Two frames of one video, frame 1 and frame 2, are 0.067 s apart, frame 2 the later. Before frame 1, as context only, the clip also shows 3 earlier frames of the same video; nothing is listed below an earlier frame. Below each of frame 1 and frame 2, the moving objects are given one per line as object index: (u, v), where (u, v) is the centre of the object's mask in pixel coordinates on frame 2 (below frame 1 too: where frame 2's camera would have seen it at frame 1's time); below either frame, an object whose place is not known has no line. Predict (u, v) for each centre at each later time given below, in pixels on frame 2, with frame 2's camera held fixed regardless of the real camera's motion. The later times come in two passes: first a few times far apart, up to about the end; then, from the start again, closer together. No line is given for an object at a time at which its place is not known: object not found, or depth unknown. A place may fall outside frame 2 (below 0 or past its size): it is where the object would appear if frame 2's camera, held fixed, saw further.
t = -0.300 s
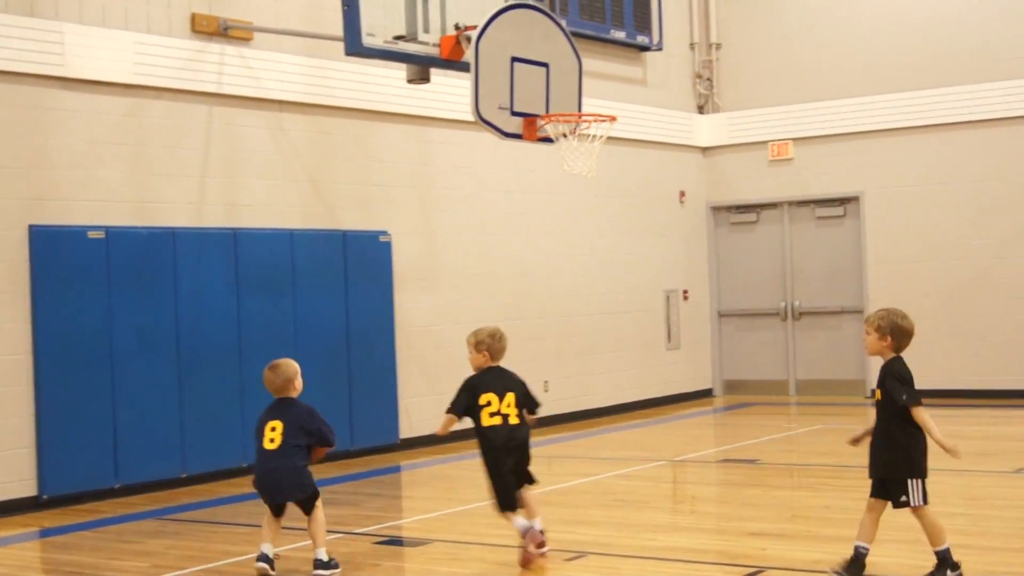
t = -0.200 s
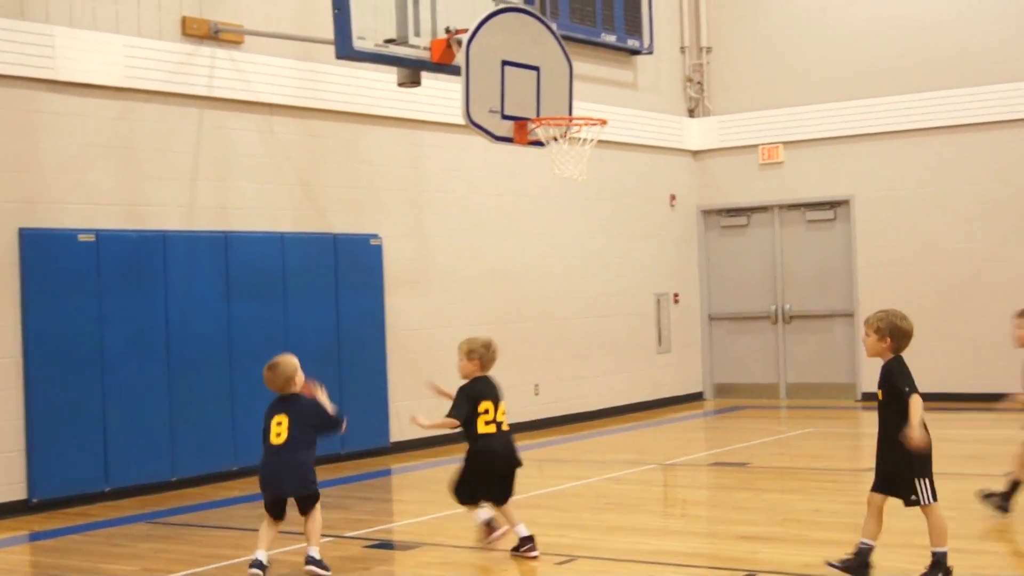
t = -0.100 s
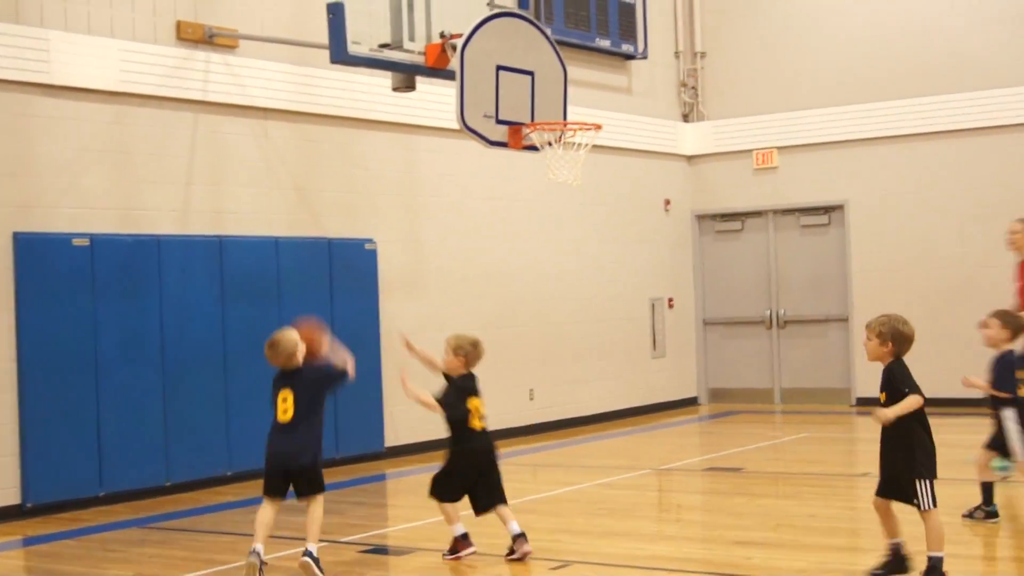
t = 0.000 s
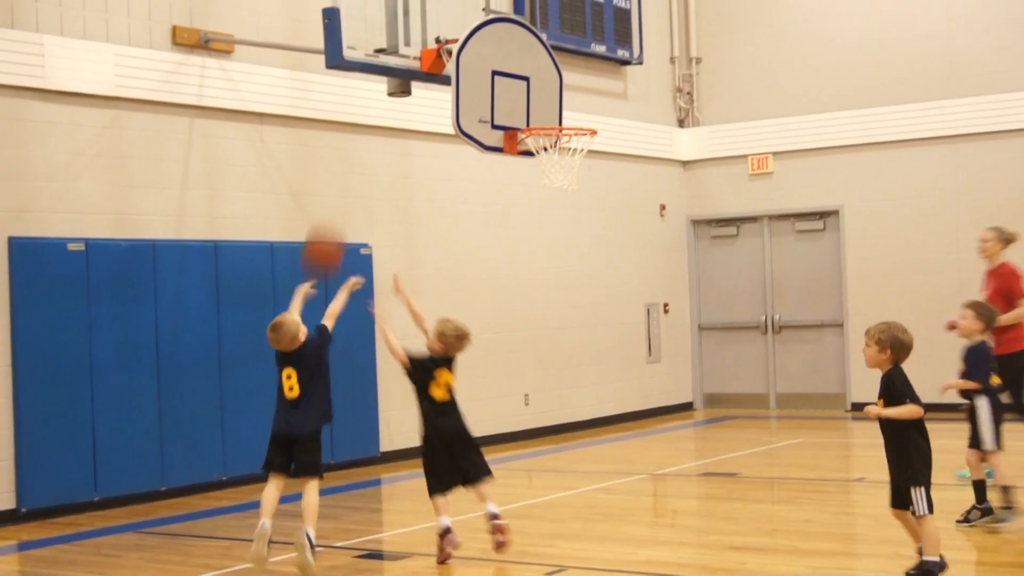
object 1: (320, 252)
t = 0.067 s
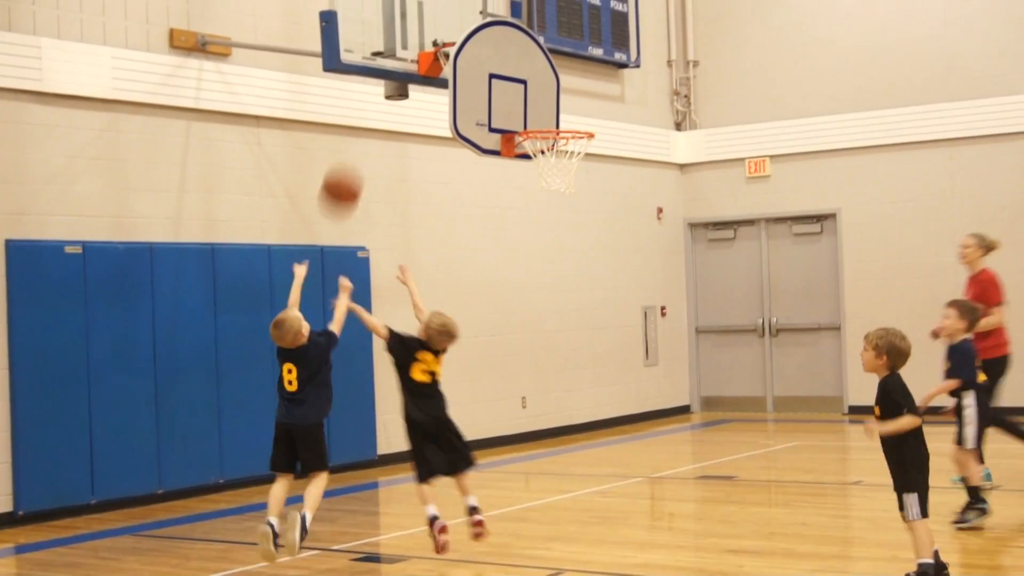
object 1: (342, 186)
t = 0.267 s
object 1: (399, 58)
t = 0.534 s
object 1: (471, 1)
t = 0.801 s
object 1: (539, 58)
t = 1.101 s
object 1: (594, 95)
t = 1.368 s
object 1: (629, 134)
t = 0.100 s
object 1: (352, 161)
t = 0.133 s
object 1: (361, 136)
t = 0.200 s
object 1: (383, 89)
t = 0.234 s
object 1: (391, 74)
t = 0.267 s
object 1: (399, 58)
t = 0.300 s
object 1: (408, 44)
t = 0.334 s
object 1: (418, 31)
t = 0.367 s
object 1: (427, 21)
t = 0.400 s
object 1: (435, 13)
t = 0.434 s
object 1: (444, 7)
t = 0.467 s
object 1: (453, 3)
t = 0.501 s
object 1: (462, 1)
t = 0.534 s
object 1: (471, 1)
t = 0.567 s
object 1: (480, 2)
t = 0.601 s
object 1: (489, 6)
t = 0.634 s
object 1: (498, 10)
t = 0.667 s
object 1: (506, 17)
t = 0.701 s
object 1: (515, 25)
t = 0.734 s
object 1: (524, 34)
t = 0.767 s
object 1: (531, 45)
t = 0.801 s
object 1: (539, 58)
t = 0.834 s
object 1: (547, 73)
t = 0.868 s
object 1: (555, 89)
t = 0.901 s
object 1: (563, 104)
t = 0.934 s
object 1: (571, 118)
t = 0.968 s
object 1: (576, 112)
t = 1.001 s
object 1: (580, 106)
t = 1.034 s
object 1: (584, 101)
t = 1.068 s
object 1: (589, 97)
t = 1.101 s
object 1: (594, 95)
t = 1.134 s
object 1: (598, 95)
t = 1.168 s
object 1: (602, 97)
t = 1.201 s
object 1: (607, 99)
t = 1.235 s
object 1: (611, 103)
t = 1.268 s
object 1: (616, 109)
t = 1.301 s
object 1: (620, 115)
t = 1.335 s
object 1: (625, 124)
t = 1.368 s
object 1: (629, 134)
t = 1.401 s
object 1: (634, 146)
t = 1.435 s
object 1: (639, 160)
